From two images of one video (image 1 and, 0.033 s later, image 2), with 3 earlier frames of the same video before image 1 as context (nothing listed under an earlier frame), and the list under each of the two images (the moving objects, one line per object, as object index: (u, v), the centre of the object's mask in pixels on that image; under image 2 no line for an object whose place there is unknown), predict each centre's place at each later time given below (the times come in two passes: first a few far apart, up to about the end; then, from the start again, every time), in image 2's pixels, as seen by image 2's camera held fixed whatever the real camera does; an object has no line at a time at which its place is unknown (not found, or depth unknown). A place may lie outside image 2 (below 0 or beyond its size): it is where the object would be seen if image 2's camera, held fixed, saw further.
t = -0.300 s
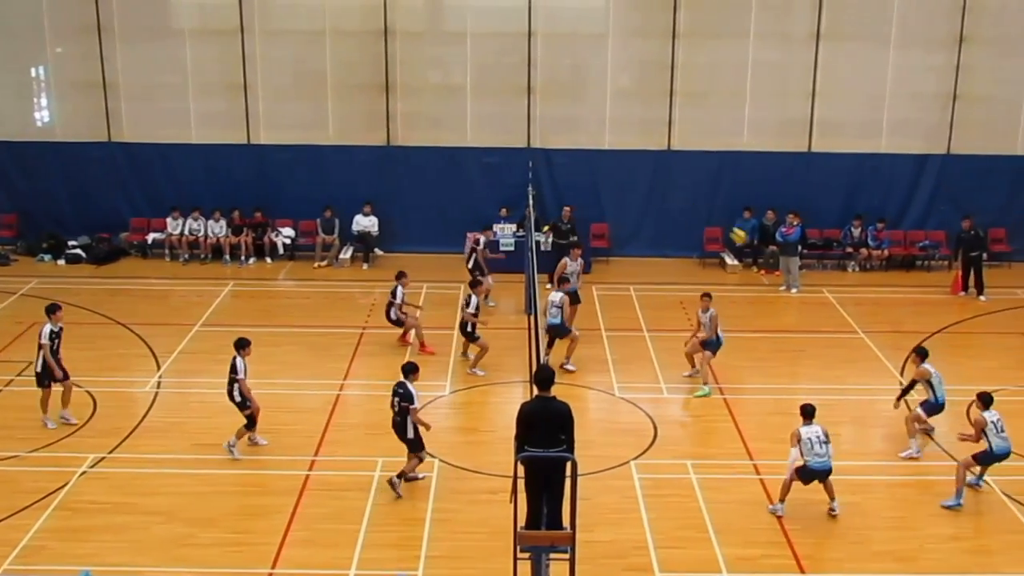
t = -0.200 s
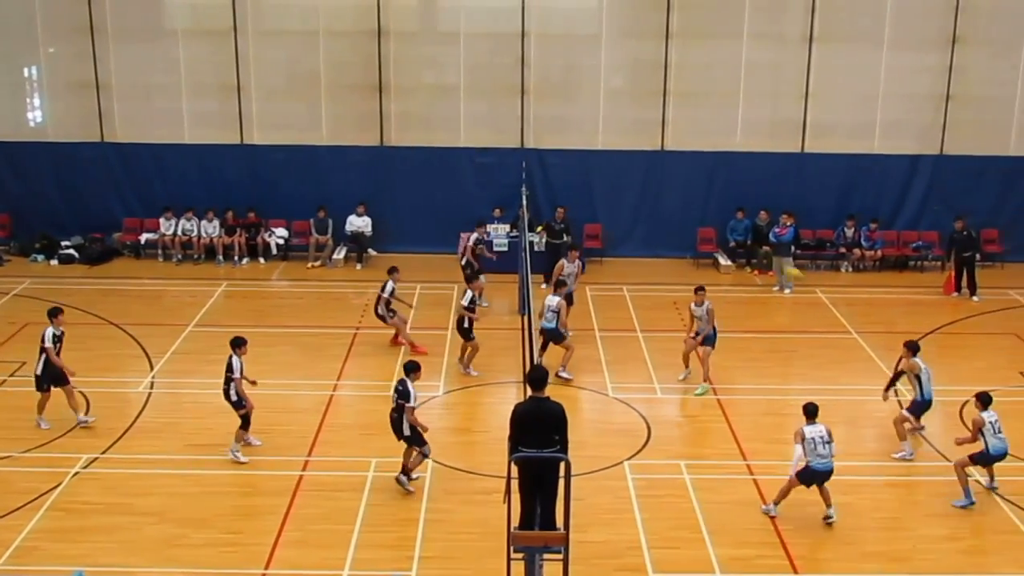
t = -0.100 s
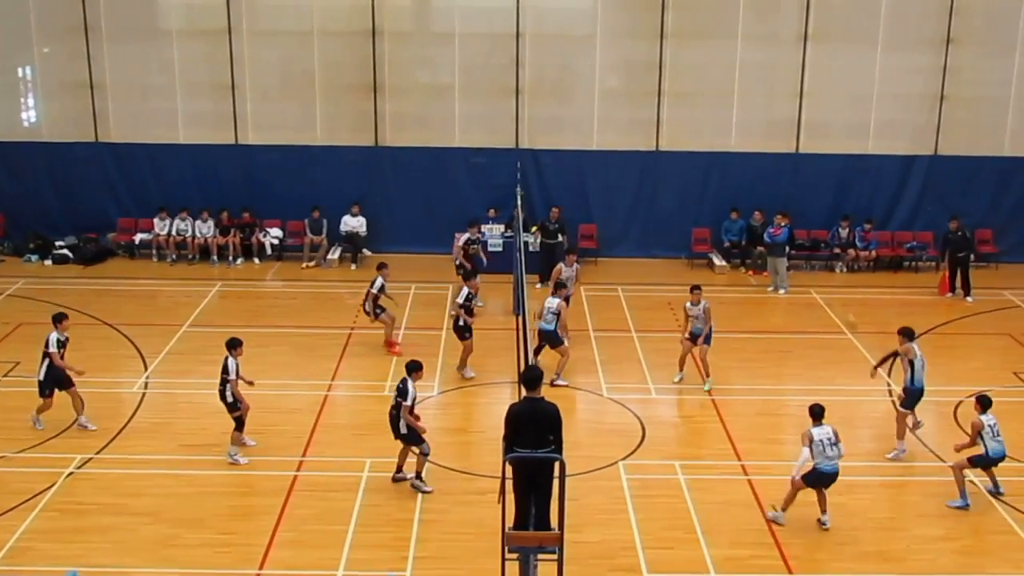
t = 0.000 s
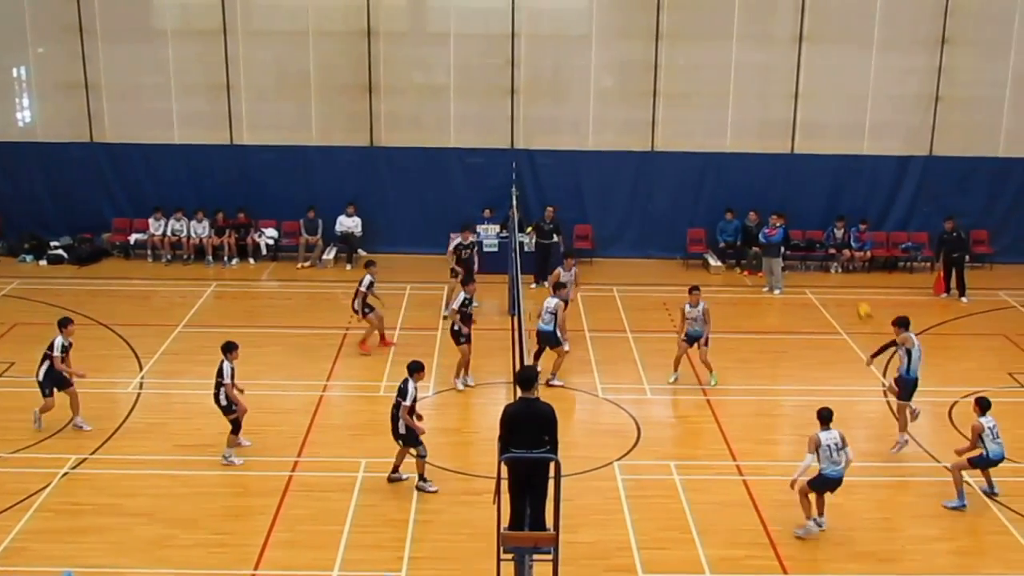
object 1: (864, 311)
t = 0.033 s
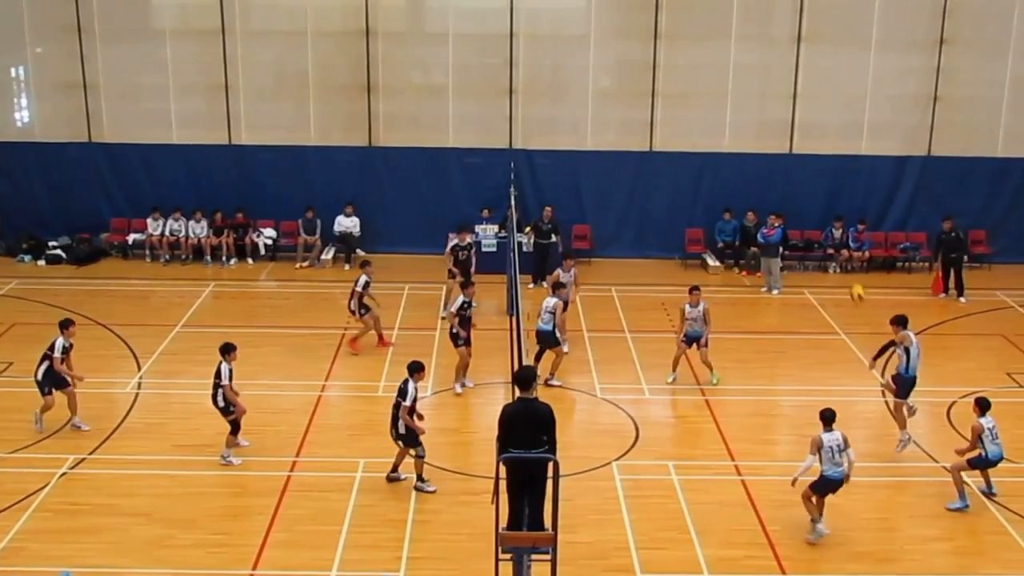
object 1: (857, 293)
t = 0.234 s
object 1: (820, 195)
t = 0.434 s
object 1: (783, 125)
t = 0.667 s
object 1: (740, 83)
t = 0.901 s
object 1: (698, 80)
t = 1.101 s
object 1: (662, 107)
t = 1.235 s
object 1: (639, 138)
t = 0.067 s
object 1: (852, 272)
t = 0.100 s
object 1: (845, 257)
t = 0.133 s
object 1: (839, 239)
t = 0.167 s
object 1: (833, 223)
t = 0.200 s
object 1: (827, 209)
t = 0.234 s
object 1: (820, 195)
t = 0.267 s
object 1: (814, 181)
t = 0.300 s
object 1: (807, 168)
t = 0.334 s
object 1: (801, 156)
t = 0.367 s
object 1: (795, 145)
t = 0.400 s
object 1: (789, 134)
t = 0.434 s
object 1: (783, 125)
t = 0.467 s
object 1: (776, 117)
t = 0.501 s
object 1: (771, 109)
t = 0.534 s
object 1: (764, 102)
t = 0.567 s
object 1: (758, 96)
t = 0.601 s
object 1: (752, 91)
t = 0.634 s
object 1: (746, 86)
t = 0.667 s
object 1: (740, 83)
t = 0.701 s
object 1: (735, 81)
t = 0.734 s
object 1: (728, 78)
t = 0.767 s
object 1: (722, 77)
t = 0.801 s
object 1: (716, 77)
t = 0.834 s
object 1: (710, 77)
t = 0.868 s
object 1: (704, 78)
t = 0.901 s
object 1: (698, 80)
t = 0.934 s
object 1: (692, 83)
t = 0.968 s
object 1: (686, 86)
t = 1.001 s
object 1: (680, 90)
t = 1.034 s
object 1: (674, 95)
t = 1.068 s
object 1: (669, 100)
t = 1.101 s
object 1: (662, 107)
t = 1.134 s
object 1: (657, 113)
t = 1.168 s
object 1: (651, 120)
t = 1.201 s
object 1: (645, 128)
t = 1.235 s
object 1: (639, 138)
